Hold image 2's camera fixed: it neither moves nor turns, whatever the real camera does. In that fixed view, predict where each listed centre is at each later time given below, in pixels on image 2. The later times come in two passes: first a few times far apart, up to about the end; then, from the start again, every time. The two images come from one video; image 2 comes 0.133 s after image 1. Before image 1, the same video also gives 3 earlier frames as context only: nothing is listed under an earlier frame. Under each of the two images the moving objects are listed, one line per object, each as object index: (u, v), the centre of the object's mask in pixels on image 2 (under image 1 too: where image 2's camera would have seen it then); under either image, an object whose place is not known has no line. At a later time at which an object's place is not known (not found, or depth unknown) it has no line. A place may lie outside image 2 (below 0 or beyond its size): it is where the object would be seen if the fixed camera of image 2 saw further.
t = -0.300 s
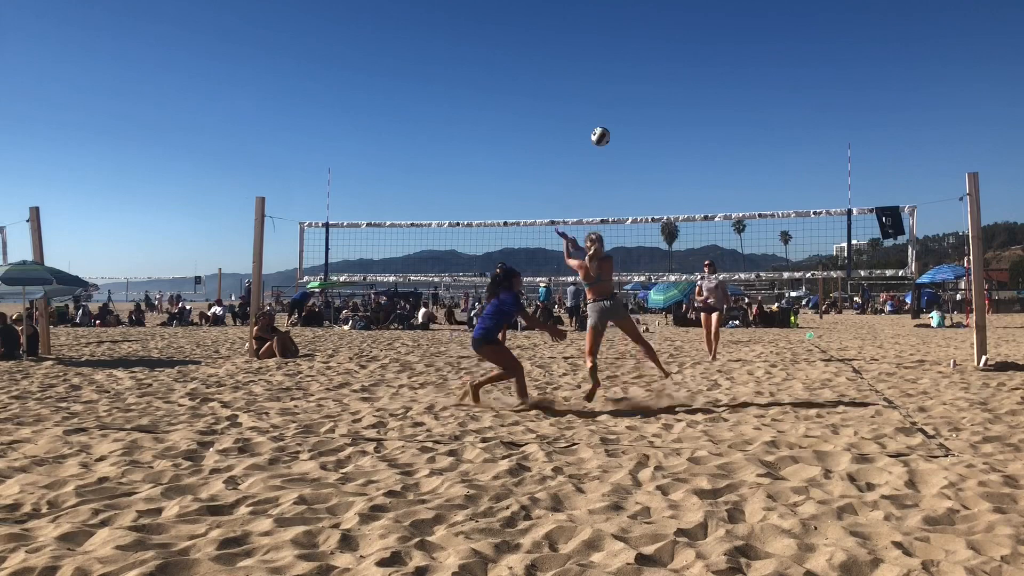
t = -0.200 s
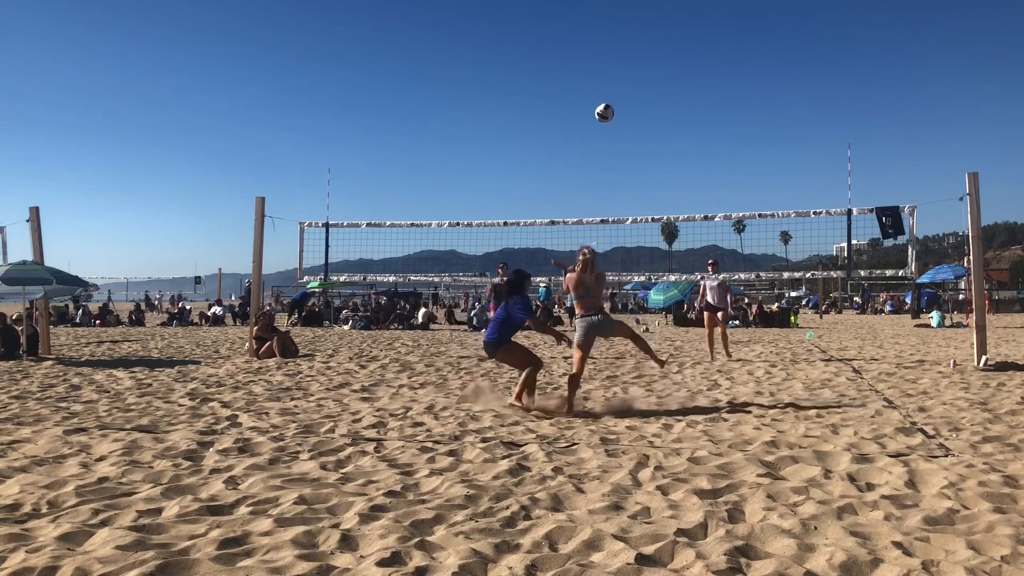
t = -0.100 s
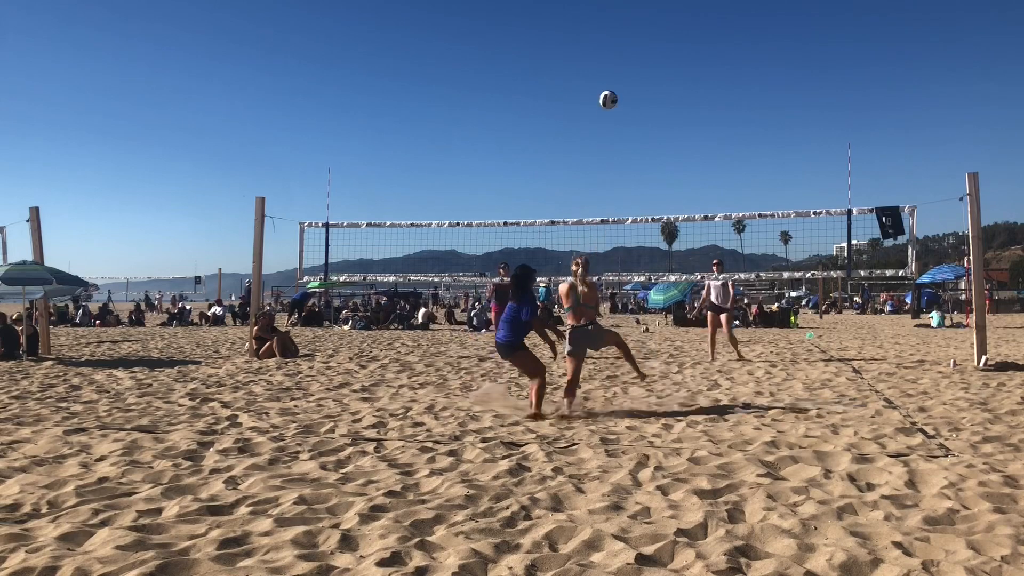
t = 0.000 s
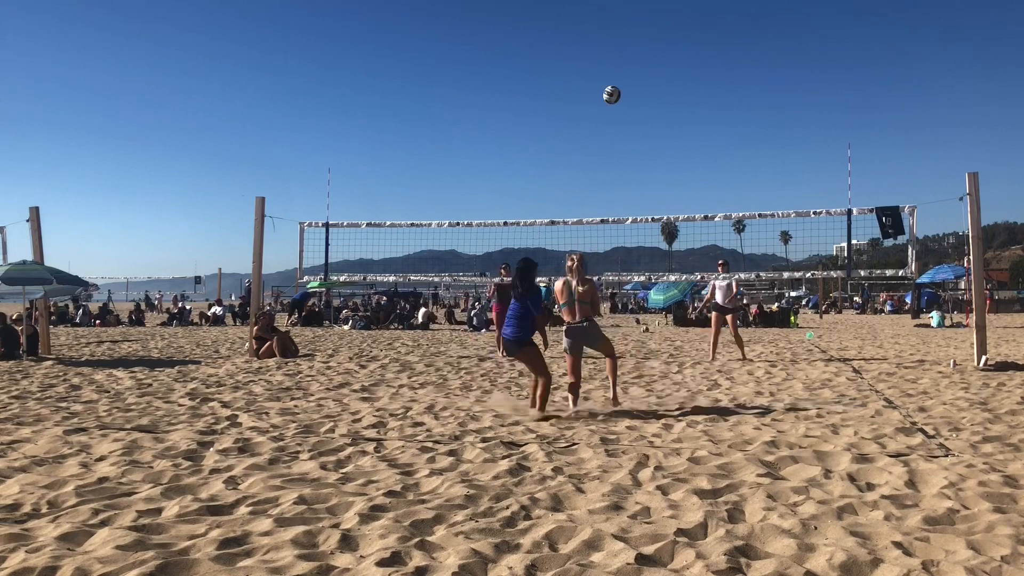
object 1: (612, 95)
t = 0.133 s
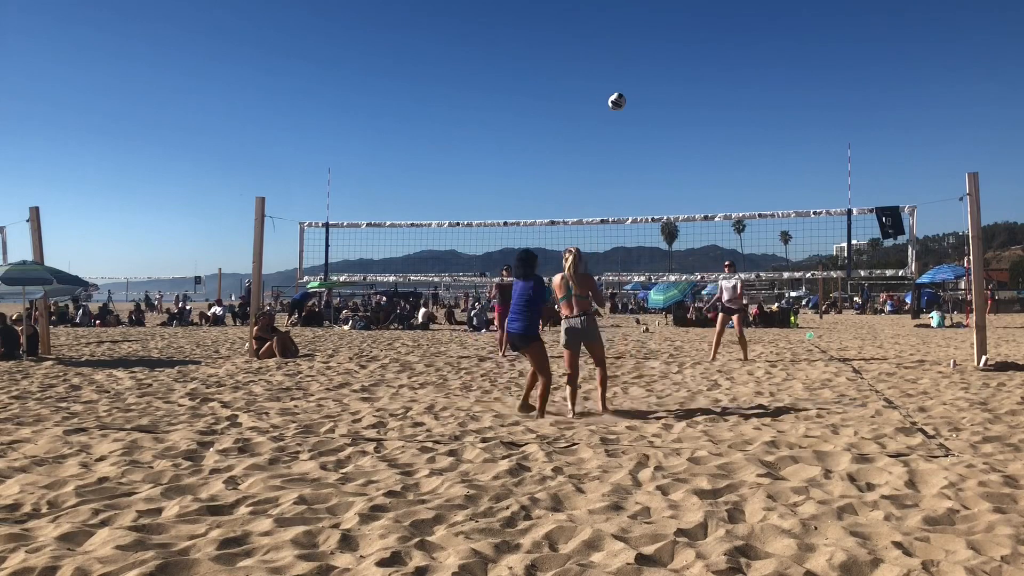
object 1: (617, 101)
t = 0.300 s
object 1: (623, 128)
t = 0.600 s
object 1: (635, 217)
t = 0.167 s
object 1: (618, 105)
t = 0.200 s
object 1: (619, 109)
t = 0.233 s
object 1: (620, 115)
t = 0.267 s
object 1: (622, 121)
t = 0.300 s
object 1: (623, 128)
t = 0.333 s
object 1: (624, 135)
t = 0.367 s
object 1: (625, 143)
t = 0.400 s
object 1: (627, 151)
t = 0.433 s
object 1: (628, 161)
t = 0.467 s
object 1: (629, 171)
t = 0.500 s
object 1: (631, 181)
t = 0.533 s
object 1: (632, 193)
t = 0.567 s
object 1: (633, 204)
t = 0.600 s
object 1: (635, 217)
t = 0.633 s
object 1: (636, 230)
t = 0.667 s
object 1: (637, 243)
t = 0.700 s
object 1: (637, 258)
